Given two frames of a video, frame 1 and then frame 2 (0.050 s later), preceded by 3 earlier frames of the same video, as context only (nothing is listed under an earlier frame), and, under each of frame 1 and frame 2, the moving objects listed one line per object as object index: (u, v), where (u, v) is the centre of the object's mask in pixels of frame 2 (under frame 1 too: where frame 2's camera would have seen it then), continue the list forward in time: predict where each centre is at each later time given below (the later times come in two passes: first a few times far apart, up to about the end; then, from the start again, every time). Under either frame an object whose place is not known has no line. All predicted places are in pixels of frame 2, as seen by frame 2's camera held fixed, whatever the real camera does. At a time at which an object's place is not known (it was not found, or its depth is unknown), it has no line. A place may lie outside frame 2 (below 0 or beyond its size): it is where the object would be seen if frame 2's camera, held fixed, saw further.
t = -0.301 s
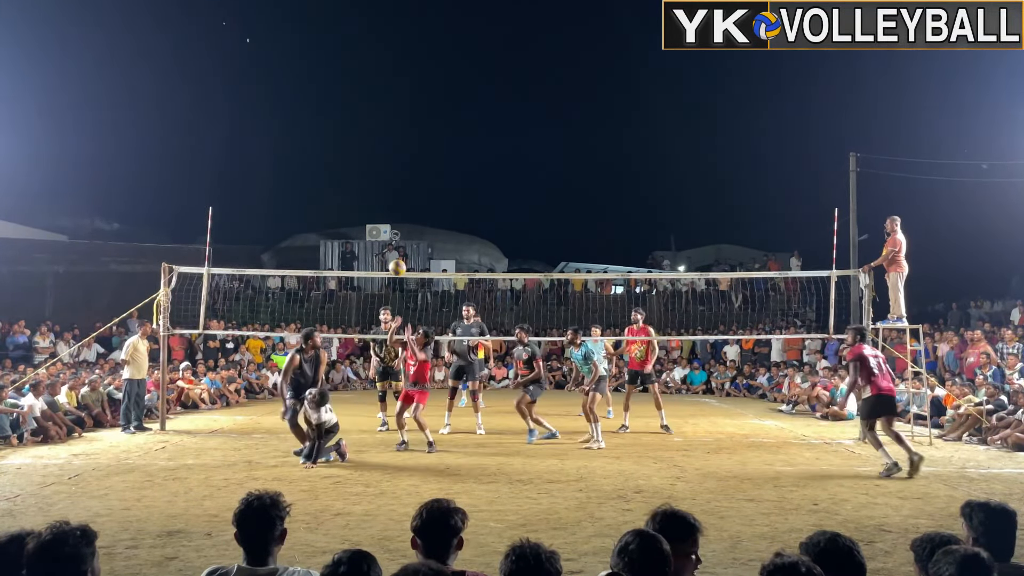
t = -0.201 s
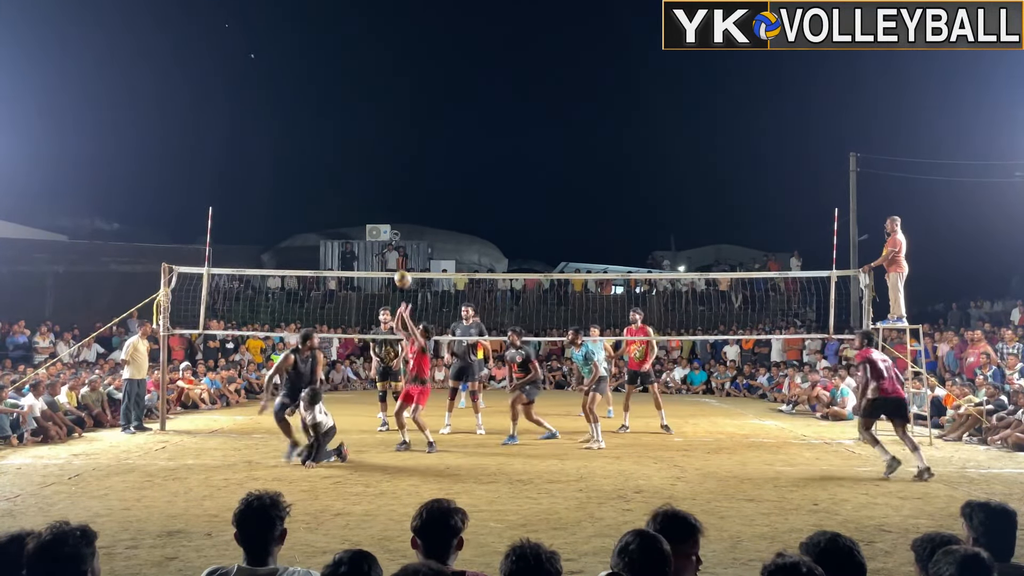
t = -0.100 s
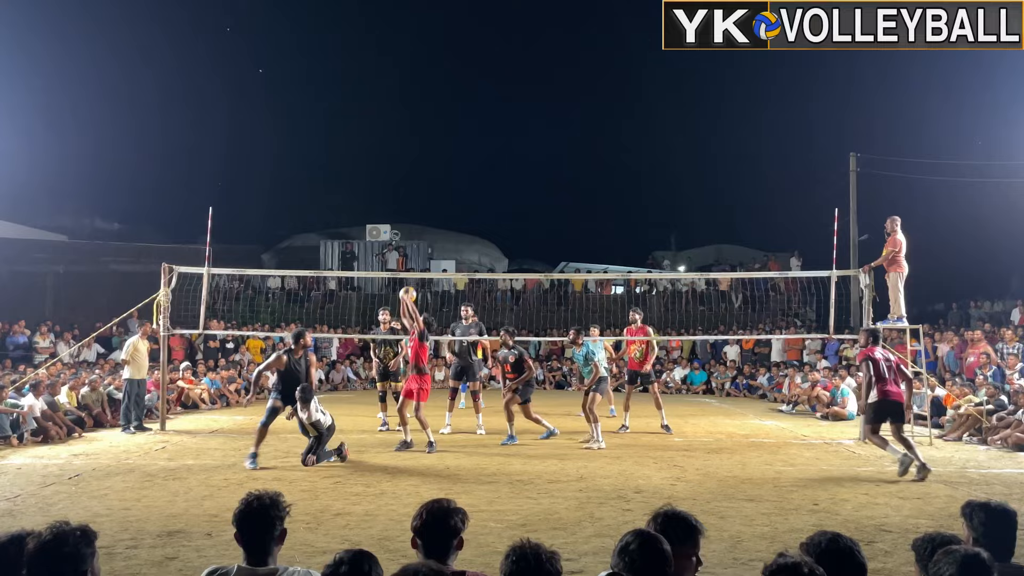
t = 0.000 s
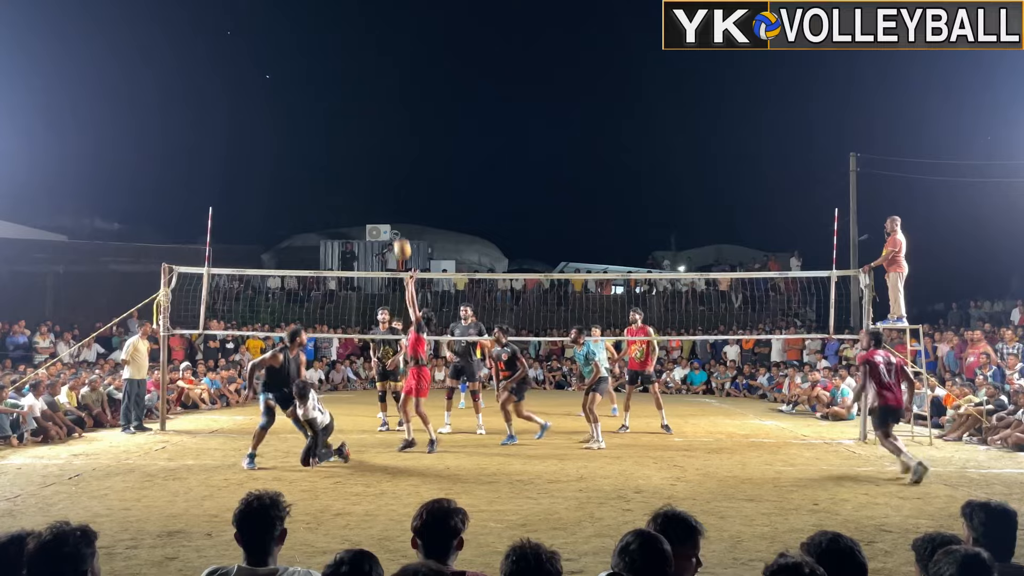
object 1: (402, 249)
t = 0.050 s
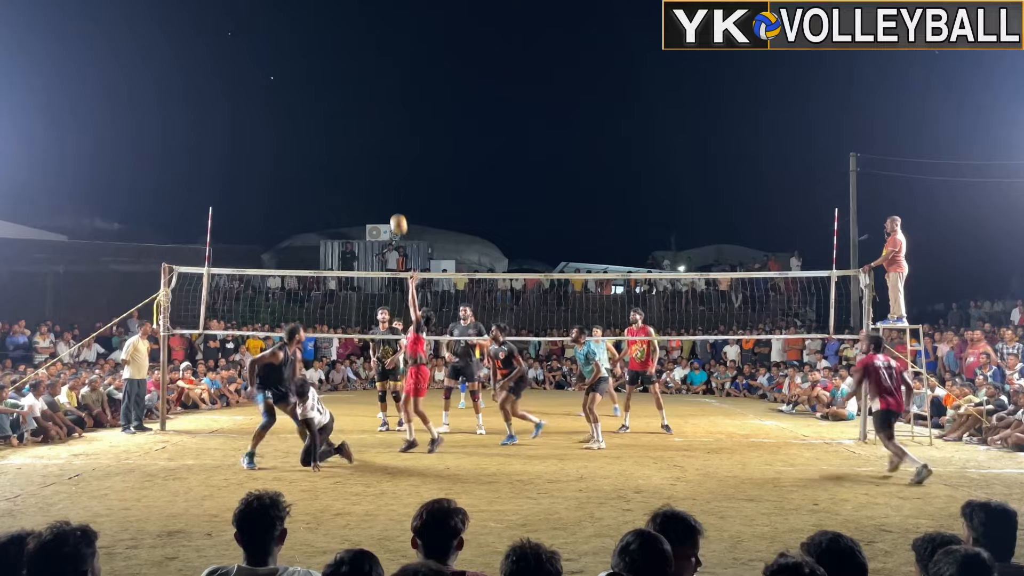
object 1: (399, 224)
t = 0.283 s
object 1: (380, 141)
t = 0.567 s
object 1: (360, 98)
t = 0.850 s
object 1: (341, 111)
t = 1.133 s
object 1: (323, 175)
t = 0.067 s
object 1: (397, 218)
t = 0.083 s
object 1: (396, 210)
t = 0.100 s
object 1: (394, 203)
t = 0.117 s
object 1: (393, 196)
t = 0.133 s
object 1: (392, 189)
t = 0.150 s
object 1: (390, 183)
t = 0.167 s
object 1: (389, 177)
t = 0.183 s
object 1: (388, 171)
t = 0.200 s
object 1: (387, 166)
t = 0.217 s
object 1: (385, 160)
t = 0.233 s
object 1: (384, 155)
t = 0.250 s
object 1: (383, 150)
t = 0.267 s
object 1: (381, 146)
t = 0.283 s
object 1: (380, 141)
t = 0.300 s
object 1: (379, 137)
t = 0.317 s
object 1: (378, 133)
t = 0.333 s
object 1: (376, 129)
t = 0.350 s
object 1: (375, 125)
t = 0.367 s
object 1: (374, 122)
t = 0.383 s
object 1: (373, 119)
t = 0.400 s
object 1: (372, 116)
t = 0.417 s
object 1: (371, 113)
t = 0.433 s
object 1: (369, 110)
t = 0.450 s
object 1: (368, 108)
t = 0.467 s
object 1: (367, 106)
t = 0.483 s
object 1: (366, 104)
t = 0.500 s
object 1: (364, 102)
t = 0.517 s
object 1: (364, 101)
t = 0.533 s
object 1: (362, 100)
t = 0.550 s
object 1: (361, 98)
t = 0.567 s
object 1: (360, 98)
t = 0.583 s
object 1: (359, 97)
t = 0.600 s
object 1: (358, 96)
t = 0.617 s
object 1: (356, 96)
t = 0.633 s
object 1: (355, 96)
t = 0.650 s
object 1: (354, 96)
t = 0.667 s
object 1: (353, 96)
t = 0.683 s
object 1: (352, 97)
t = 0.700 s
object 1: (351, 97)
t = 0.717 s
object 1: (350, 98)
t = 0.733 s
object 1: (349, 99)
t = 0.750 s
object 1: (348, 100)
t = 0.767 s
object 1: (346, 101)
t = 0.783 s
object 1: (345, 103)
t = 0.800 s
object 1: (344, 105)
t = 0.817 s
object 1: (343, 107)
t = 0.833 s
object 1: (342, 109)
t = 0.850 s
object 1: (341, 111)
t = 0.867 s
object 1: (340, 113)
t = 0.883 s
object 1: (339, 116)
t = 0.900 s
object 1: (338, 119)
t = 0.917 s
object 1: (336, 122)
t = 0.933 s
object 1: (335, 125)
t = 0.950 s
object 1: (334, 128)
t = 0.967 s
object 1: (333, 132)
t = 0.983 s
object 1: (332, 135)
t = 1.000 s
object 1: (331, 139)
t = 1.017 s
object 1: (330, 143)
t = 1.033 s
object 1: (329, 147)
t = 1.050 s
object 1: (328, 151)
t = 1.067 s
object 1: (327, 156)
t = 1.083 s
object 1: (326, 161)
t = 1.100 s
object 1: (325, 165)
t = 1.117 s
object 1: (324, 170)
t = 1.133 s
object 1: (323, 175)
